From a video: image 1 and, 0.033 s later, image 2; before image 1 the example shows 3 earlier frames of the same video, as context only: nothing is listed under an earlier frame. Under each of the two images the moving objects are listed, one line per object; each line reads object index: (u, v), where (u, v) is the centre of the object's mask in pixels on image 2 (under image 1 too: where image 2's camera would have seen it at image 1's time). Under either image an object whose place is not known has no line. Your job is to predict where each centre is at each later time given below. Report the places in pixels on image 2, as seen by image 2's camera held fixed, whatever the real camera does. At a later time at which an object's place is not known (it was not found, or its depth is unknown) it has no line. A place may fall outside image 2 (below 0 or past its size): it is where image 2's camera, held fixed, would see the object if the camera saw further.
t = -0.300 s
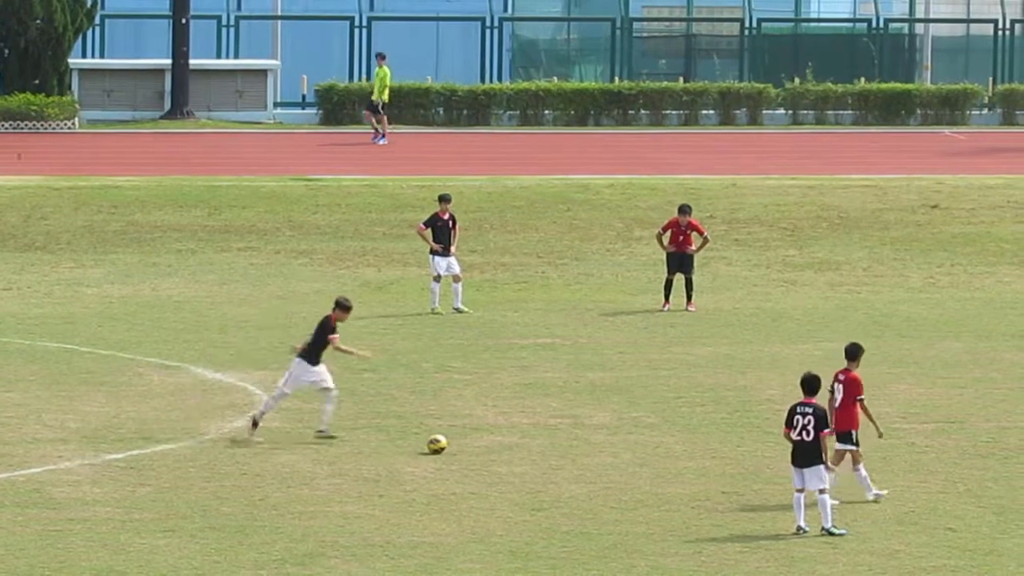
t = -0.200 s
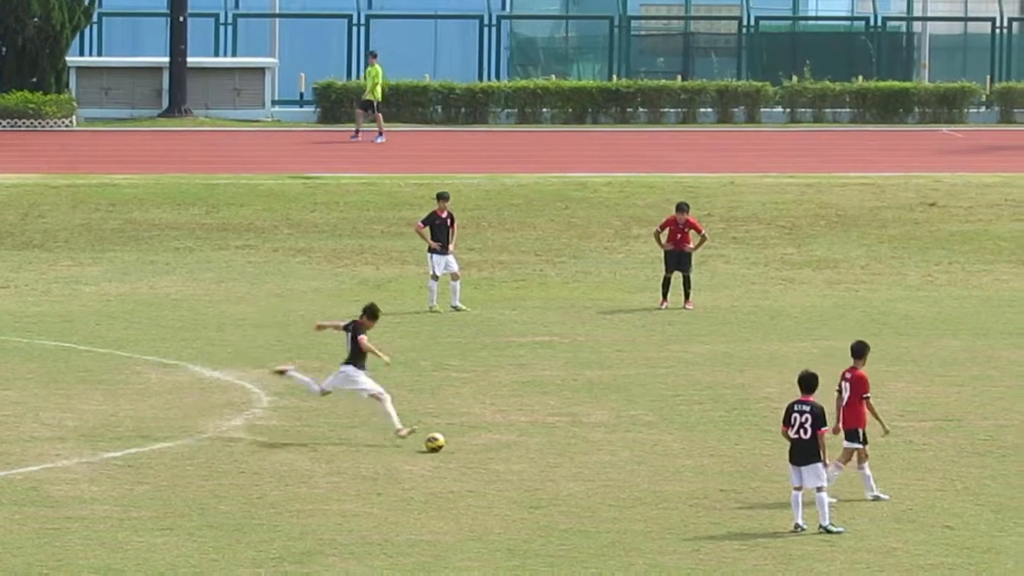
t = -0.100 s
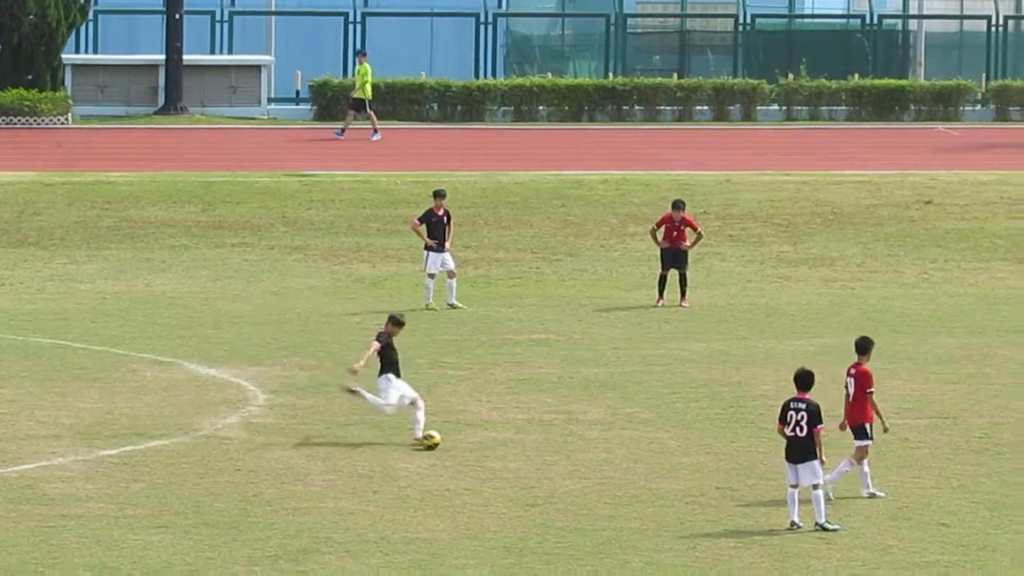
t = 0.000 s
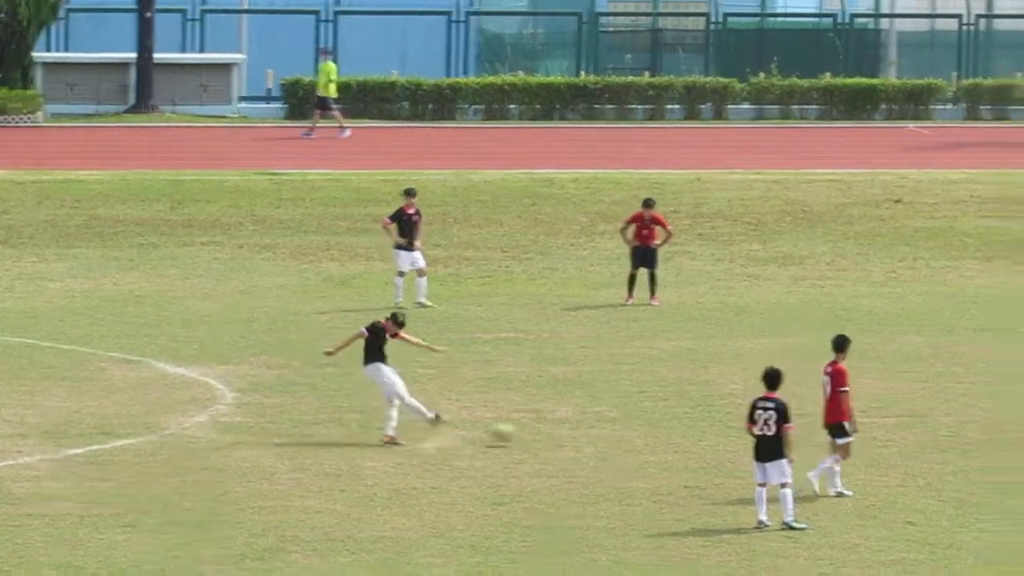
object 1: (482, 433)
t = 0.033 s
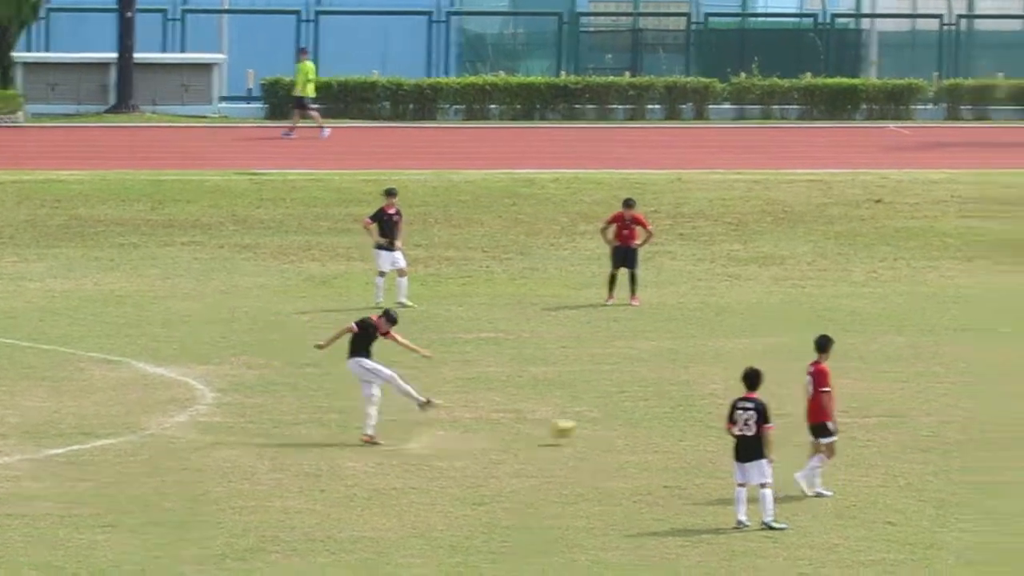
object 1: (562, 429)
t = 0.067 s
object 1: (638, 425)
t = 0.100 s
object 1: (714, 423)
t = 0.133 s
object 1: (789, 423)
